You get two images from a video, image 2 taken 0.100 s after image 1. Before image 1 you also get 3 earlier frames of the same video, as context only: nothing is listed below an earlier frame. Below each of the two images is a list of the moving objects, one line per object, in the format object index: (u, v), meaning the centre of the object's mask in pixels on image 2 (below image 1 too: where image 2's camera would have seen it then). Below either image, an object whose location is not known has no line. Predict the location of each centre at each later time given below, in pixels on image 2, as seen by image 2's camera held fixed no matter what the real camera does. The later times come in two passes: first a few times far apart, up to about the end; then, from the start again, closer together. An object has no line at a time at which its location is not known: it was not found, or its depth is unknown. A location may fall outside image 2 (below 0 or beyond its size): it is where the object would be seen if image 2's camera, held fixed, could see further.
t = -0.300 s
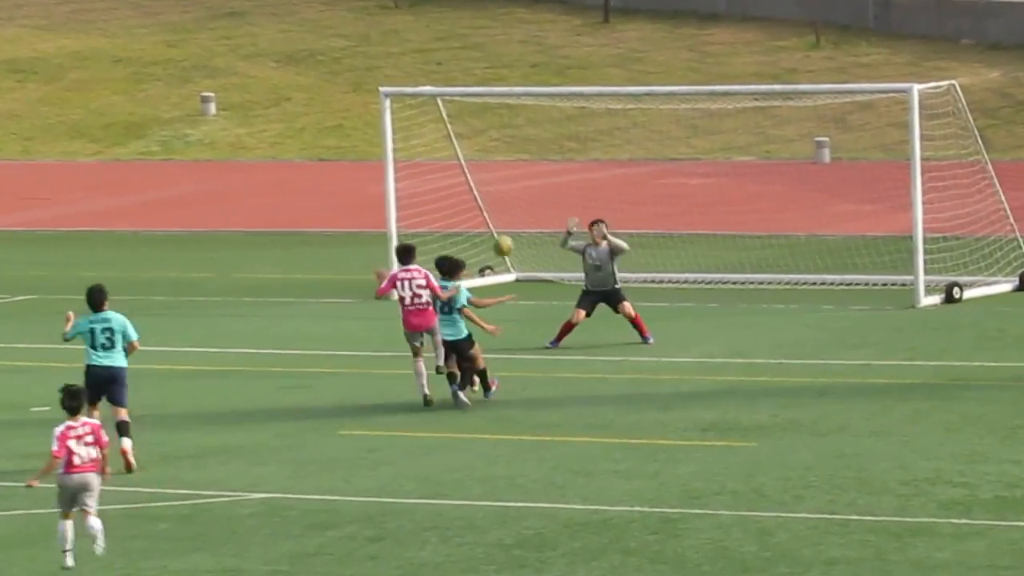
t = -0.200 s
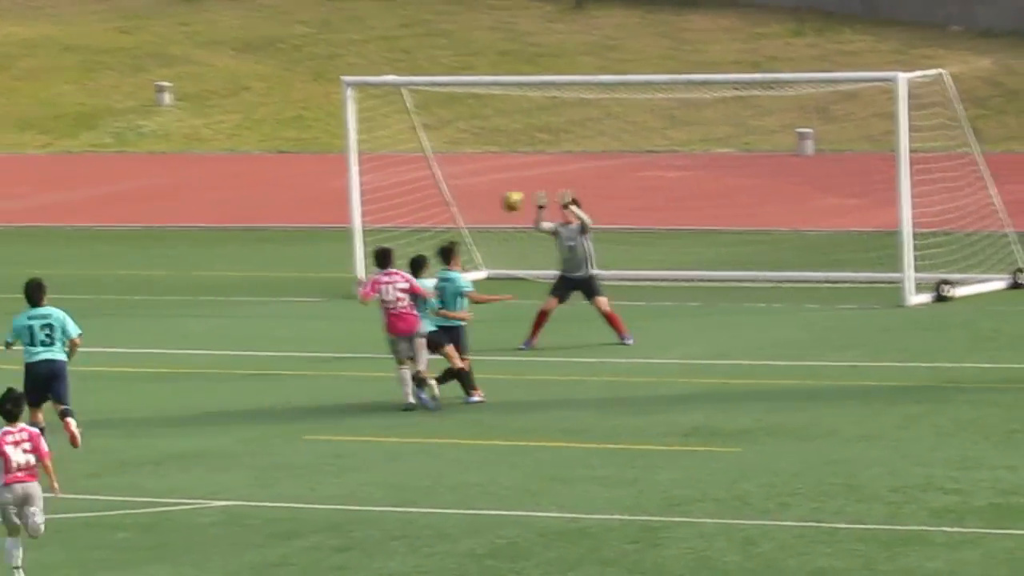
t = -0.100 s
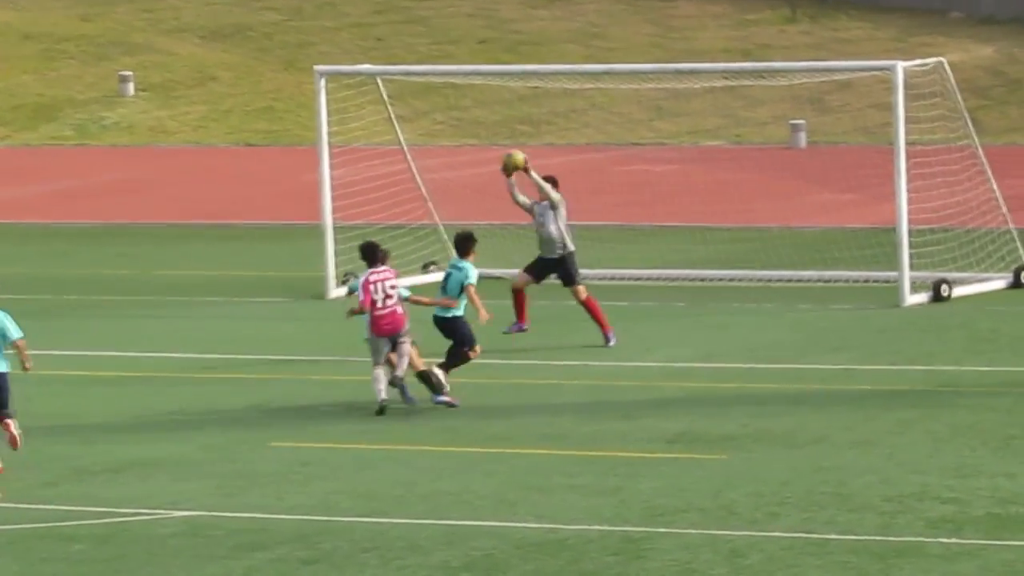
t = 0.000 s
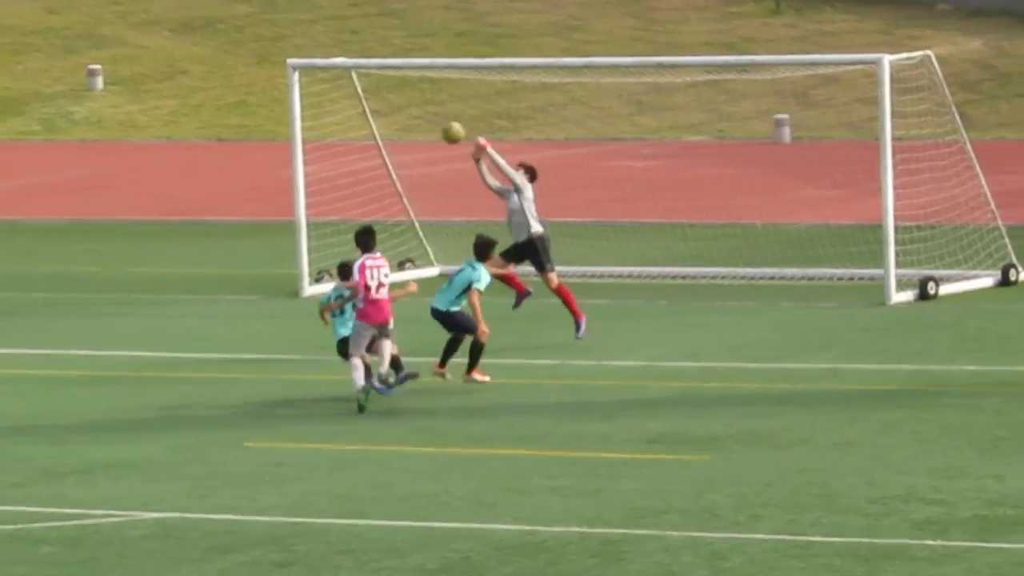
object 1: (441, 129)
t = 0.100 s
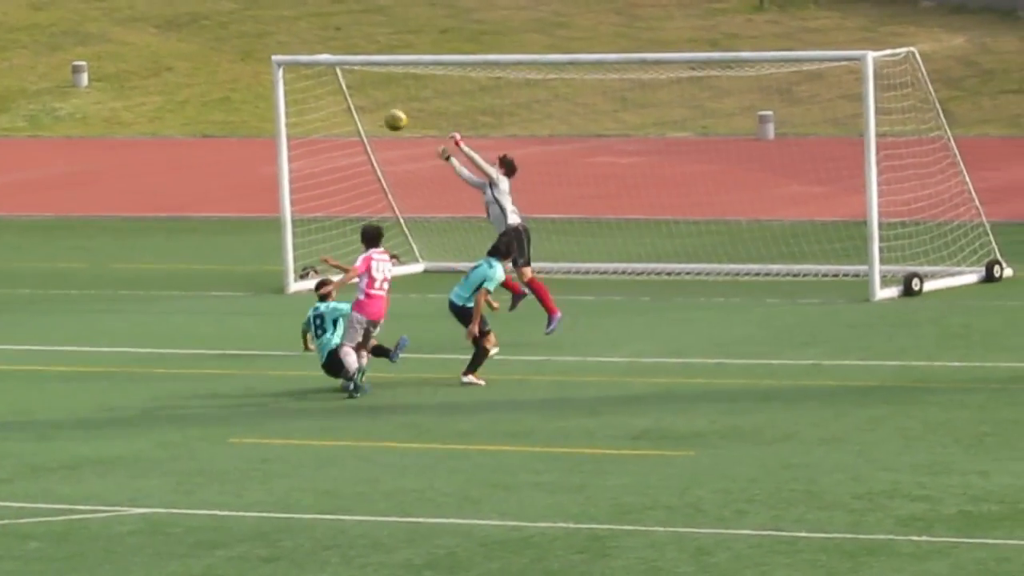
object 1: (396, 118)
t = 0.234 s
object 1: (343, 119)
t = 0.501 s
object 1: (246, 179)
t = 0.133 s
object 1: (383, 116)
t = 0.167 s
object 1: (373, 115)
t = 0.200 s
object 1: (356, 118)
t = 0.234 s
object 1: (343, 119)
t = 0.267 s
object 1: (331, 122)
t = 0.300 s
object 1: (317, 127)
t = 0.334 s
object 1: (304, 133)
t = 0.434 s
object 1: (269, 158)
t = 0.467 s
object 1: (258, 167)
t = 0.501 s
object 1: (246, 179)
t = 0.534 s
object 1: (236, 190)
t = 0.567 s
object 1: (223, 203)
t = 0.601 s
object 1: (213, 218)
